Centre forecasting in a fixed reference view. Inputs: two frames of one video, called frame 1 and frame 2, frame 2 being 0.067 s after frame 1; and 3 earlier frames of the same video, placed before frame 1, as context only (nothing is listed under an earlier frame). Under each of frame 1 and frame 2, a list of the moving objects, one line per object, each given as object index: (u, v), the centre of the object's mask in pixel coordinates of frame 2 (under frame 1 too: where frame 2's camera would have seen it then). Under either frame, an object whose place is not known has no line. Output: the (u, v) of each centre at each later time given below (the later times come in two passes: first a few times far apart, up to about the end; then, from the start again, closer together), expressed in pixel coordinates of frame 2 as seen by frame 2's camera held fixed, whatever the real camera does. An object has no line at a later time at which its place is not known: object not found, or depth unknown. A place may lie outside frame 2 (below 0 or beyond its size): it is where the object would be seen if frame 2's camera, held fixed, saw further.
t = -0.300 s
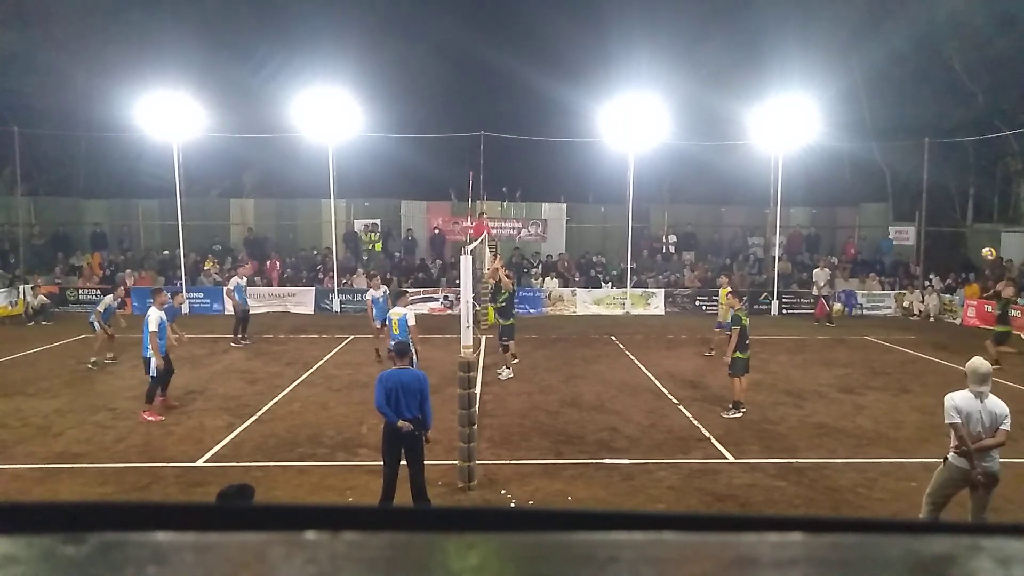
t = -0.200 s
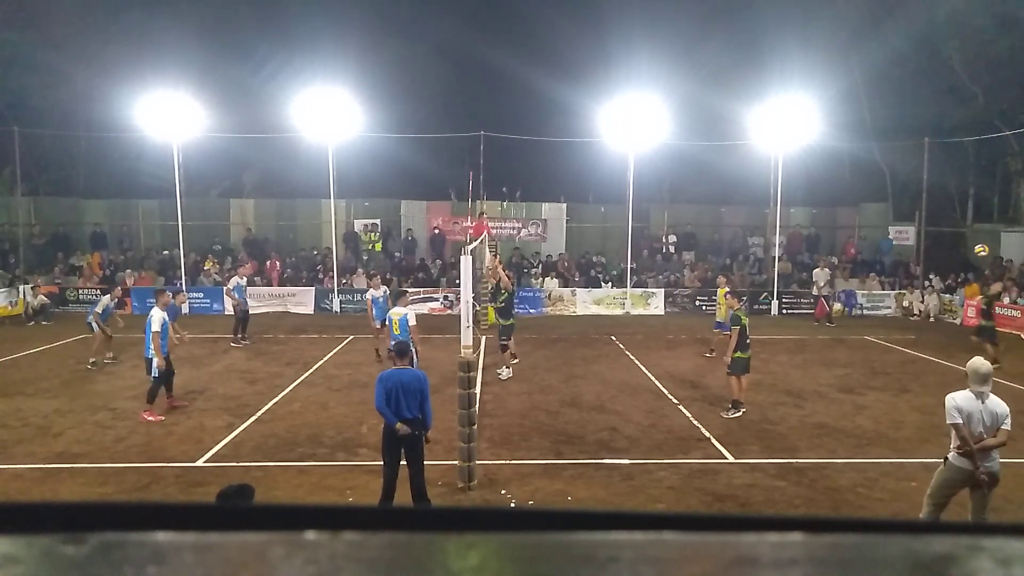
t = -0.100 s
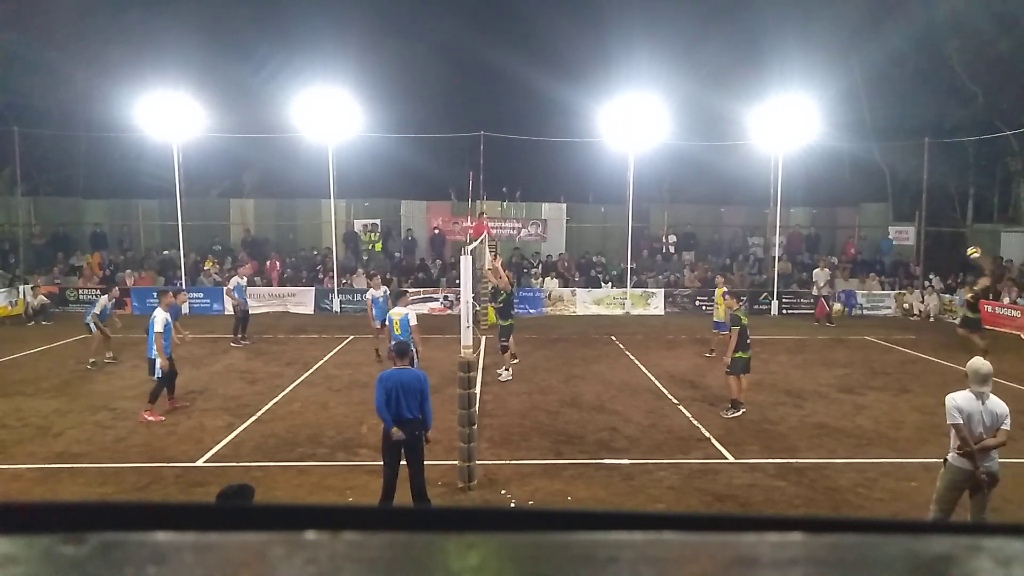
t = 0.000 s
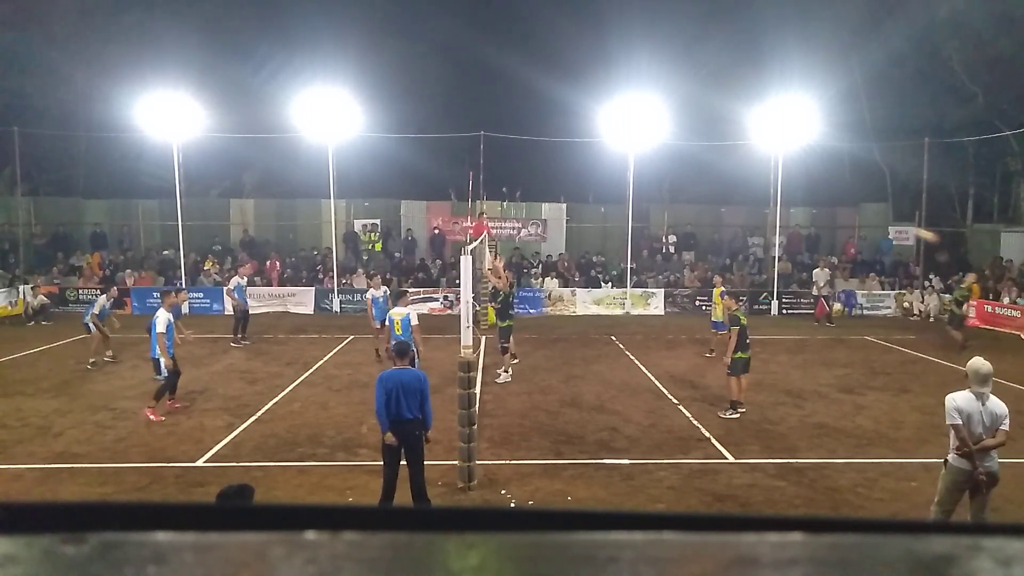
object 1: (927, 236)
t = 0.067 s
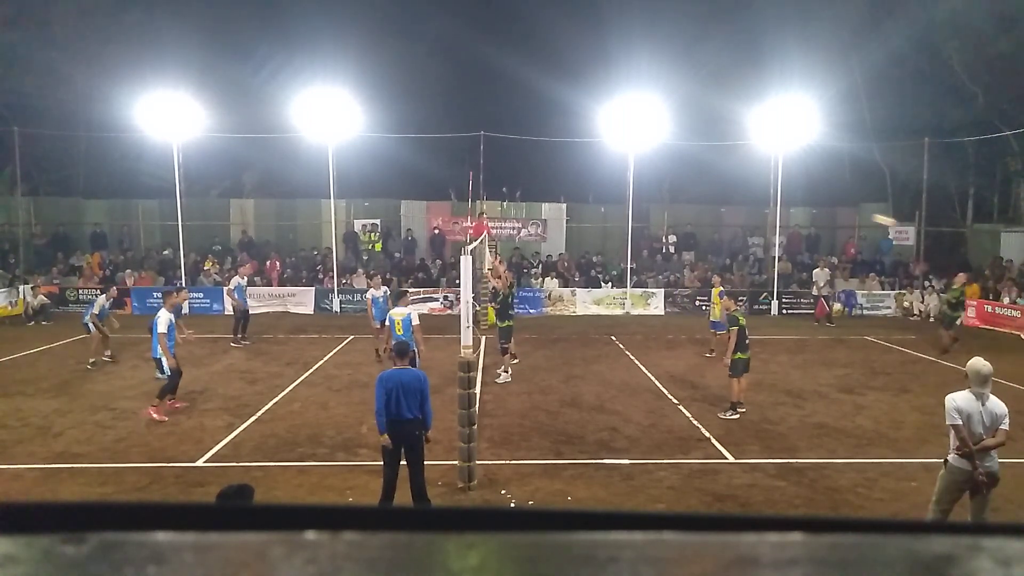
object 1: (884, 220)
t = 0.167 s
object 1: (823, 204)
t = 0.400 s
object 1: (671, 178)
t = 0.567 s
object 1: (556, 176)
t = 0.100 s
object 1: (864, 214)
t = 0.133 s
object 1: (844, 209)
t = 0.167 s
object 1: (823, 204)
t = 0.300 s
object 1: (737, 186)
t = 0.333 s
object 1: (716, 183)
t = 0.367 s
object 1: (693, 180)
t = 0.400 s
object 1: (671, 178)
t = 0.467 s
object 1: (625, 176)
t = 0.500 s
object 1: (602, 175)
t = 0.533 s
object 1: (579, 175)
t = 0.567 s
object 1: (556, 176)
